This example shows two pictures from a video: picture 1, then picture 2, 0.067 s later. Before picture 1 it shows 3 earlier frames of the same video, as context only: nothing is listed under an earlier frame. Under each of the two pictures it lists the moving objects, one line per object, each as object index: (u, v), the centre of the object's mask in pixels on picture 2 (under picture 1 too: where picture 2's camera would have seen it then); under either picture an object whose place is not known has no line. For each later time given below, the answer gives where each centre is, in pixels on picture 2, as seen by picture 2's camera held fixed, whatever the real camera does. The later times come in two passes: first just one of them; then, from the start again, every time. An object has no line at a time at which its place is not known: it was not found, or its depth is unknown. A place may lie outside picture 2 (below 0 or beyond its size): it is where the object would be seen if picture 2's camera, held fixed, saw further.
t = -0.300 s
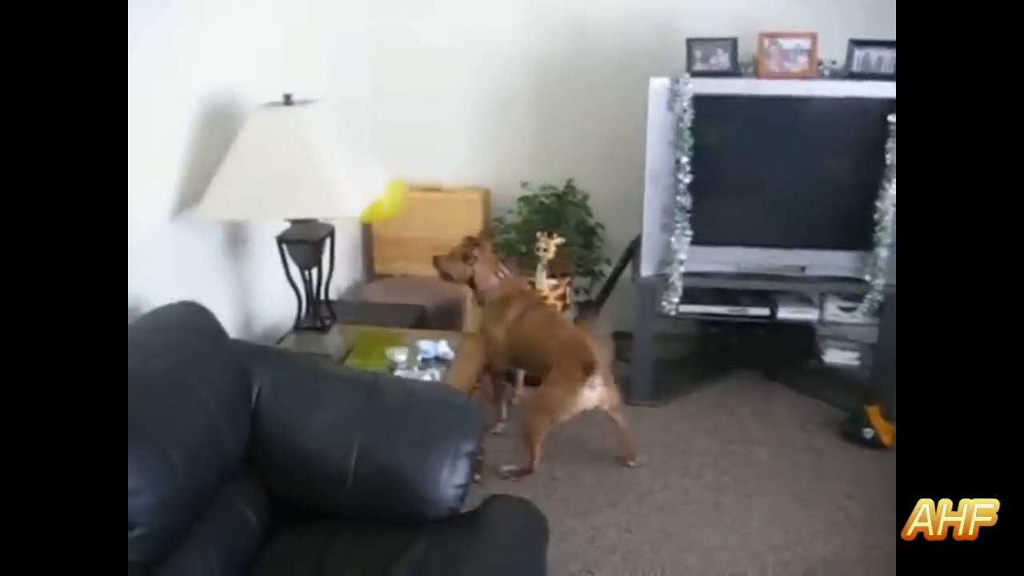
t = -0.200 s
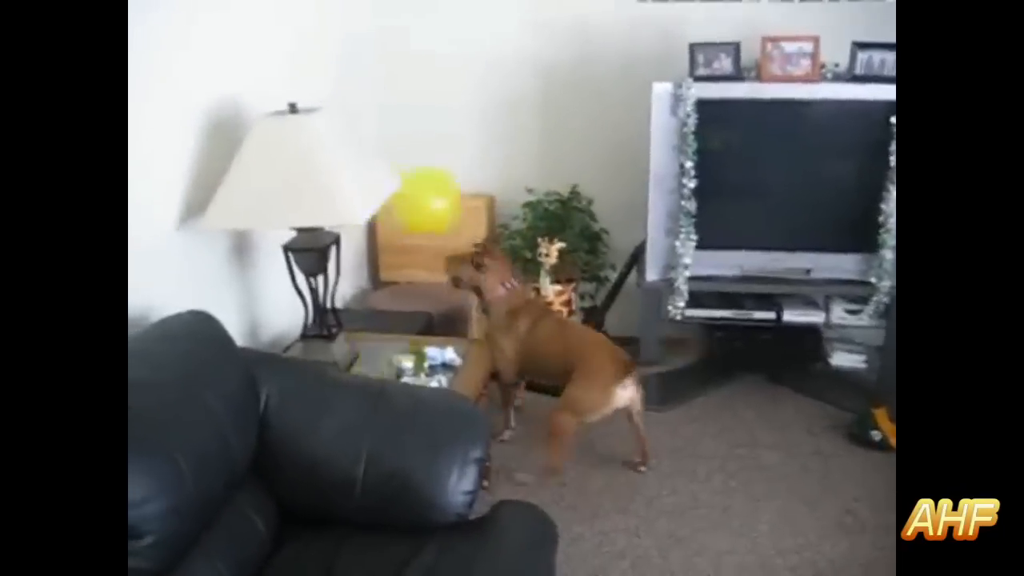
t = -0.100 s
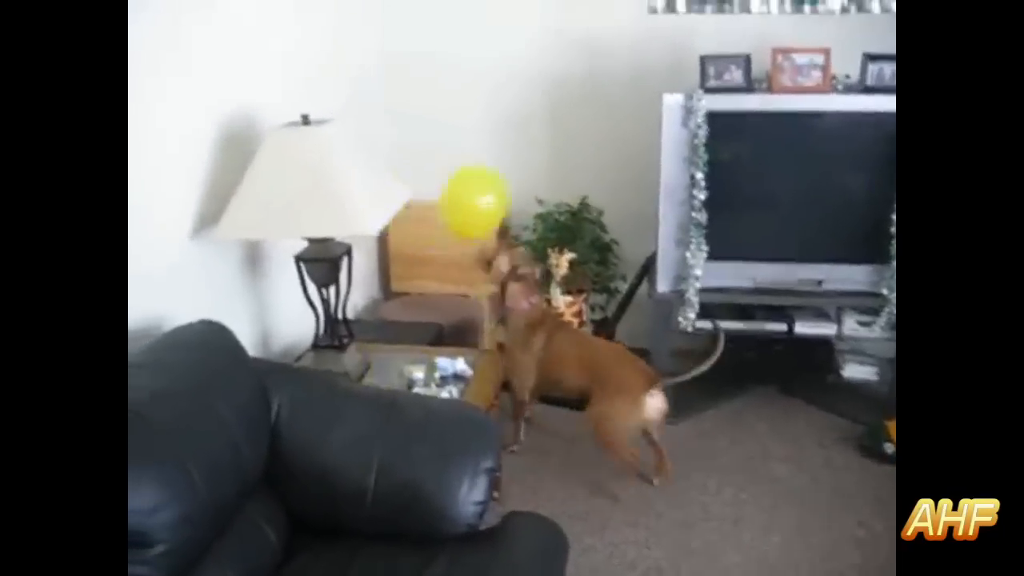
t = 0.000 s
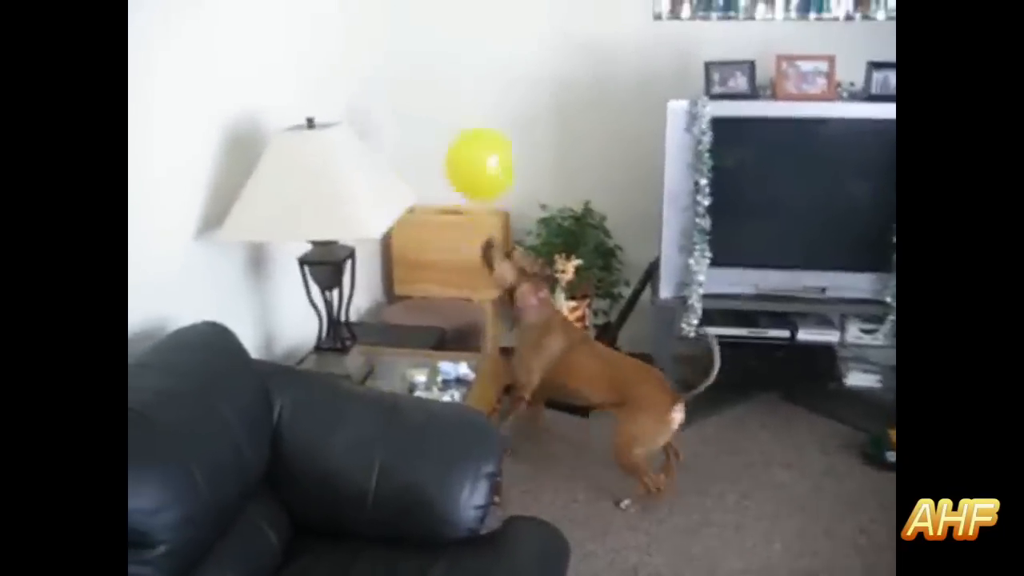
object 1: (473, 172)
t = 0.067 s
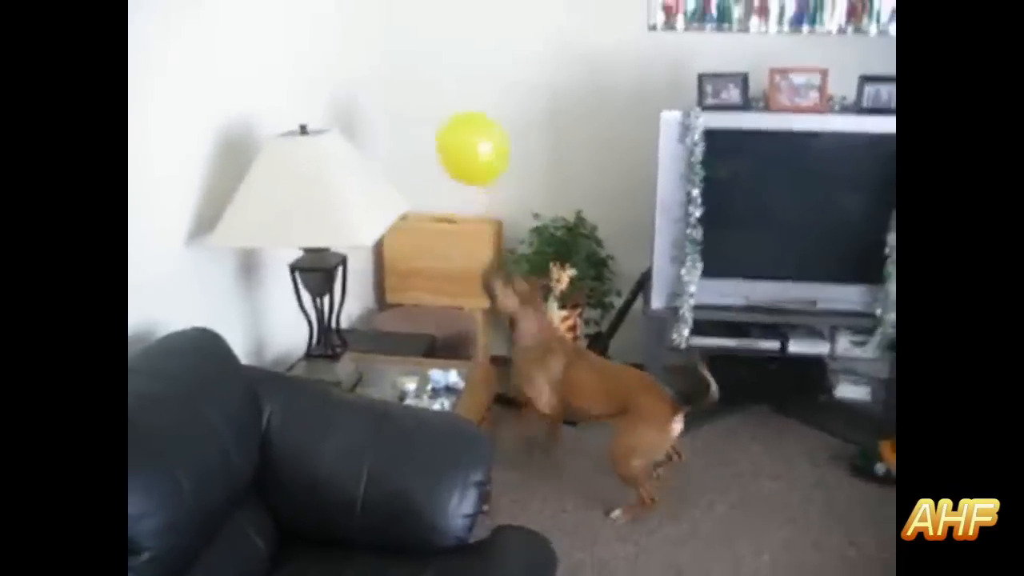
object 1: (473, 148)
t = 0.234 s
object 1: (469, 102)
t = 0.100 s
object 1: (473, 137)
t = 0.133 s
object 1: (472, 127)
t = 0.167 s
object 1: (471, 117)
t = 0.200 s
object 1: (470, 109)
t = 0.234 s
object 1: (469, 102)
